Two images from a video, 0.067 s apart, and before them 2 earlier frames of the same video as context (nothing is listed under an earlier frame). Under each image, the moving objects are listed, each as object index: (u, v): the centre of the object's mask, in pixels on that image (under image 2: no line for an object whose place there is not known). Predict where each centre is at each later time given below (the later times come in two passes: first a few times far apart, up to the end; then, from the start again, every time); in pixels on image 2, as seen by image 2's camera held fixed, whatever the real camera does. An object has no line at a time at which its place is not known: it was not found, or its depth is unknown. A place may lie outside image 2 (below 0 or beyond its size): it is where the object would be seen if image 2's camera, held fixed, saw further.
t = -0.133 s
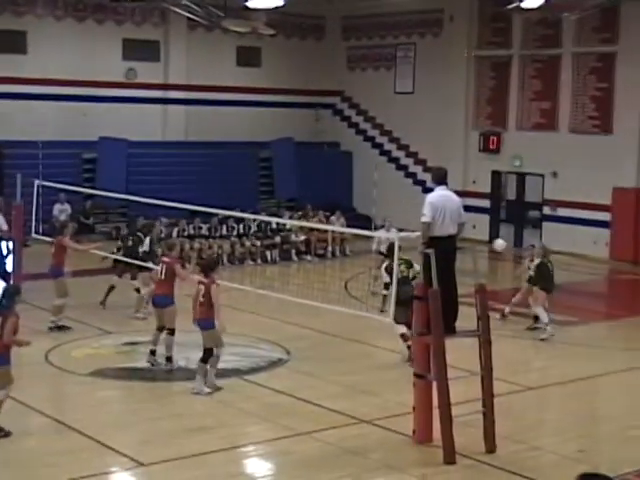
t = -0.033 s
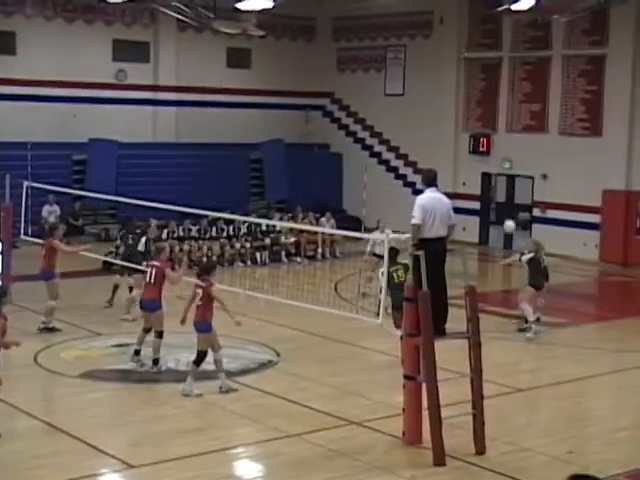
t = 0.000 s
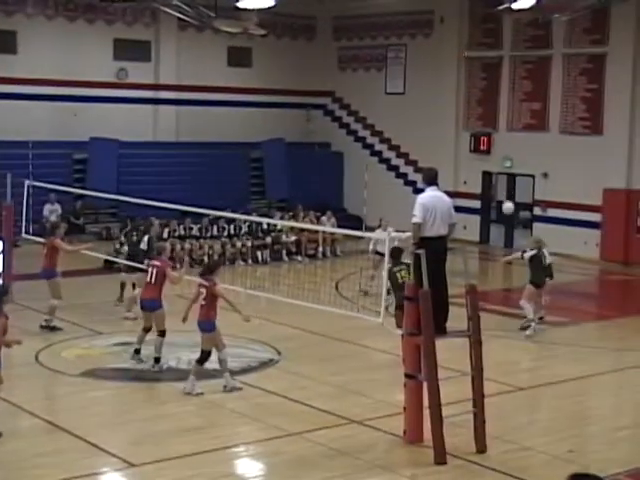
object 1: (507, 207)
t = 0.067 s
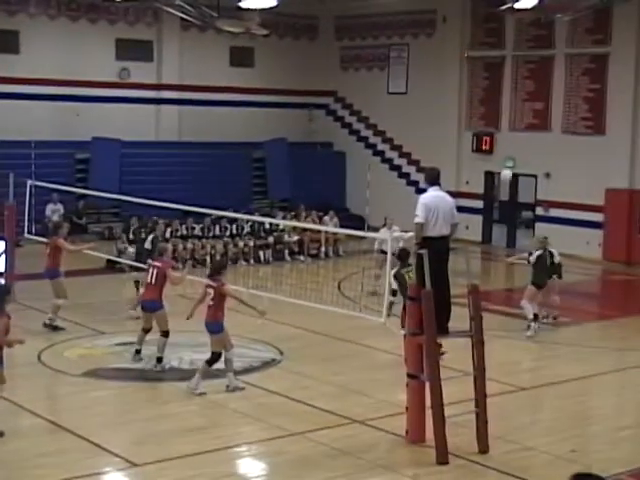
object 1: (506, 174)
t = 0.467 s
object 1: (483, 42)
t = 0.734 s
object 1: (469, 10)
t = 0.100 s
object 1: (504, 159)
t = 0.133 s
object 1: (502, 143)
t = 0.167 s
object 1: (500, 130)
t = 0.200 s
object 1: (497, 119)
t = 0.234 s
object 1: (496, 107)
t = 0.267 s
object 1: (493, 95)
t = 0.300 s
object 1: (492, 85)
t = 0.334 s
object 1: (490, 75)
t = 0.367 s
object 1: (488, 66)
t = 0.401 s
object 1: (487, 57)
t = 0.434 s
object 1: (485, 49)
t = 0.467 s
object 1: (483, 42)
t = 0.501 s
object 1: (481, 36)
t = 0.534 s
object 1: (480, 31)
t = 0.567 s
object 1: (478, 25)
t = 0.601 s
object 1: (476, 21)
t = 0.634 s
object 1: (474, 17)
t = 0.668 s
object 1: (473, 14)
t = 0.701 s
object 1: (471, 12)
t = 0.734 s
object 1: (469, 10)
